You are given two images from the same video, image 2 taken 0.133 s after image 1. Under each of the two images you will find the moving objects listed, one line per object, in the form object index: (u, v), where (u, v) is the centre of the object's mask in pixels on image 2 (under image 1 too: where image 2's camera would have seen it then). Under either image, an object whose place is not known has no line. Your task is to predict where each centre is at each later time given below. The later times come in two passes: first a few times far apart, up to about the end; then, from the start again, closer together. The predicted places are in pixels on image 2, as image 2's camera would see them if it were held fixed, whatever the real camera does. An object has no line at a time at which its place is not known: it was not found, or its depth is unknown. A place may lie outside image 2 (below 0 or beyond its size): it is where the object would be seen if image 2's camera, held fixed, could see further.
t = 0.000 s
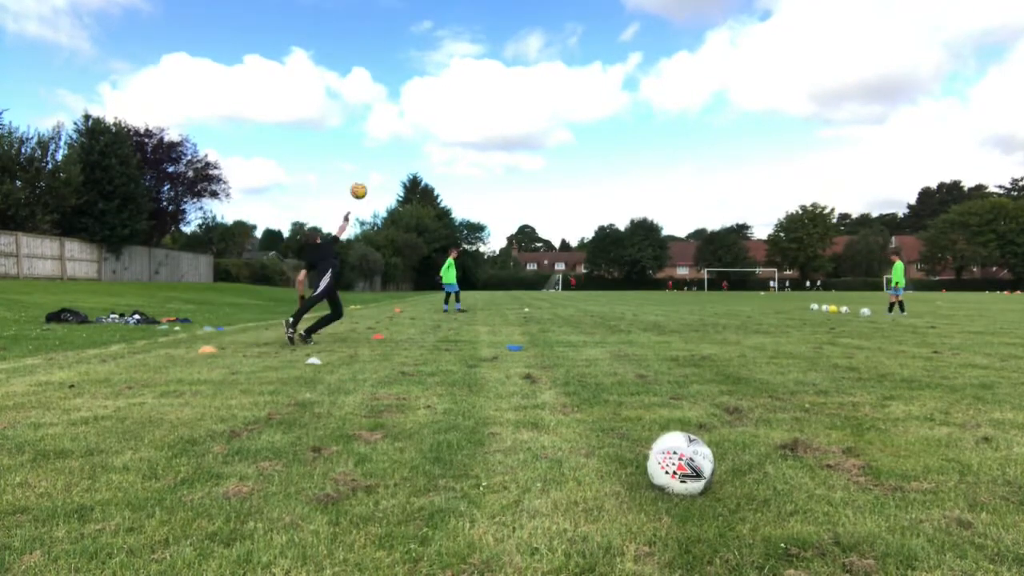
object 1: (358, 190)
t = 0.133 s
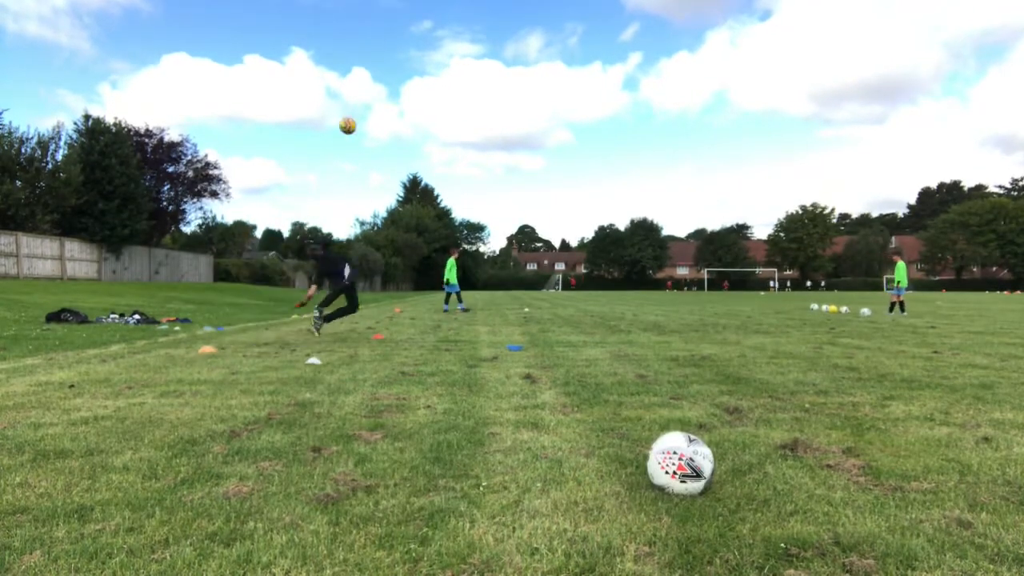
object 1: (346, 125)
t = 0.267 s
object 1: (338, 78)
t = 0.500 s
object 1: (324, 30)
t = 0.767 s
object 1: (313, 24)
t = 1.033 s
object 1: (305, 61)
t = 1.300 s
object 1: (299, 138)
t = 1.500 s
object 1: (297, 218)
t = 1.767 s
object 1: (294, 307)
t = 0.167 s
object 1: (344, 112)
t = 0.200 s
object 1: (342, 100)
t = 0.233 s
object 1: (340, 88)
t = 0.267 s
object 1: (338, 78)
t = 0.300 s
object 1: (336, 68)
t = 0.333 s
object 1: (334, 59)
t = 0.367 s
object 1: (332, 52)
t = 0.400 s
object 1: (330, 45)
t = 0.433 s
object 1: (328, 39)
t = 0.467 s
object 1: (326, 35)
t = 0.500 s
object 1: (324, 30)
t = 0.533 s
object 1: (323, 27)
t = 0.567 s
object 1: (321, 24)
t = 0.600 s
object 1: (320, 22)
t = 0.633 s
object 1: (319, 21)
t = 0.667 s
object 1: (317, 21)
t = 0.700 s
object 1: (316, 21)
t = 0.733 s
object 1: (315, 22)
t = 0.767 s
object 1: (313, 24)
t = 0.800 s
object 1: (312, 27)
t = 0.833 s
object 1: (311, 30)
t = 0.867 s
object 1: (310, 33)
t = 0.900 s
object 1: (309, 38)
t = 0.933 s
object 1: (307, 43)
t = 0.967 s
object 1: (307, 49)
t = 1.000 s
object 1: (306, 55)
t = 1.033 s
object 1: (305, 61)
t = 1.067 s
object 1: (304, 69)
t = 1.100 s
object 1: (303, 77)
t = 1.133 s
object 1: (302, 86)
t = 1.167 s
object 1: (301, 96)
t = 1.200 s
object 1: (301, 105)
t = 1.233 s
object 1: (300, 116)
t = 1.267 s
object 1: (300, 127)
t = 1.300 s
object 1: (299, 138)
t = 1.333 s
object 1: (298, 150)
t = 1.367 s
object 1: (298, 163)
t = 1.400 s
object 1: (298, 176)
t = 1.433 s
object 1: (297, 189)
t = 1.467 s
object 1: (297, 203)
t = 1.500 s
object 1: (297, 218)
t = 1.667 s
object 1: (296, 296)
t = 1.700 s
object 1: (296, 313)
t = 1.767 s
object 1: (294, 307)
